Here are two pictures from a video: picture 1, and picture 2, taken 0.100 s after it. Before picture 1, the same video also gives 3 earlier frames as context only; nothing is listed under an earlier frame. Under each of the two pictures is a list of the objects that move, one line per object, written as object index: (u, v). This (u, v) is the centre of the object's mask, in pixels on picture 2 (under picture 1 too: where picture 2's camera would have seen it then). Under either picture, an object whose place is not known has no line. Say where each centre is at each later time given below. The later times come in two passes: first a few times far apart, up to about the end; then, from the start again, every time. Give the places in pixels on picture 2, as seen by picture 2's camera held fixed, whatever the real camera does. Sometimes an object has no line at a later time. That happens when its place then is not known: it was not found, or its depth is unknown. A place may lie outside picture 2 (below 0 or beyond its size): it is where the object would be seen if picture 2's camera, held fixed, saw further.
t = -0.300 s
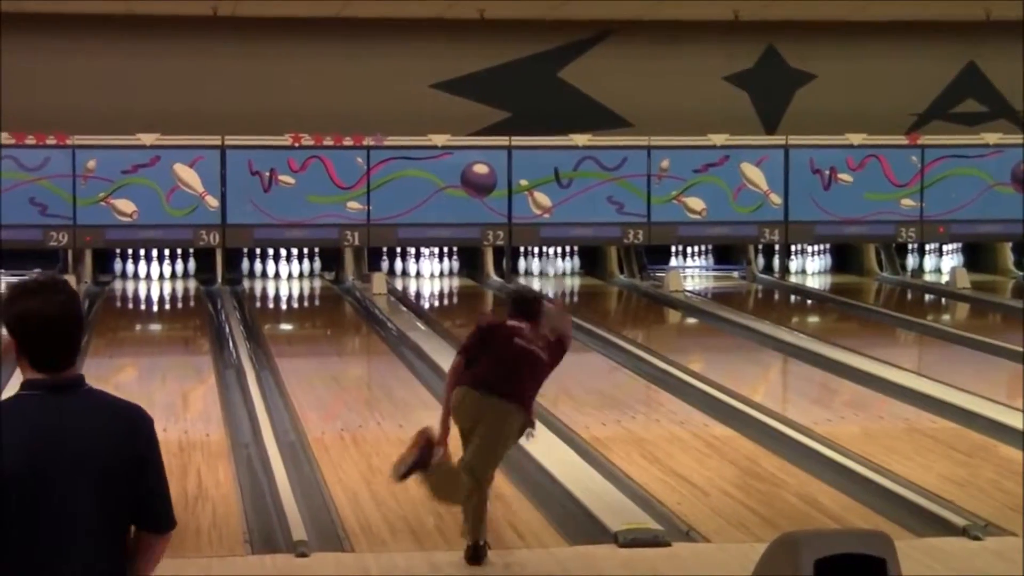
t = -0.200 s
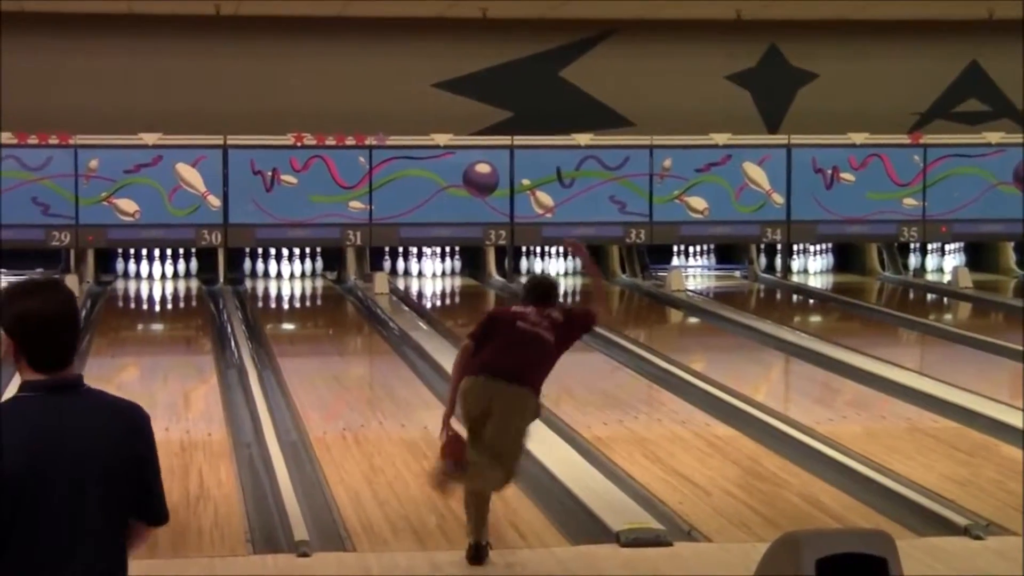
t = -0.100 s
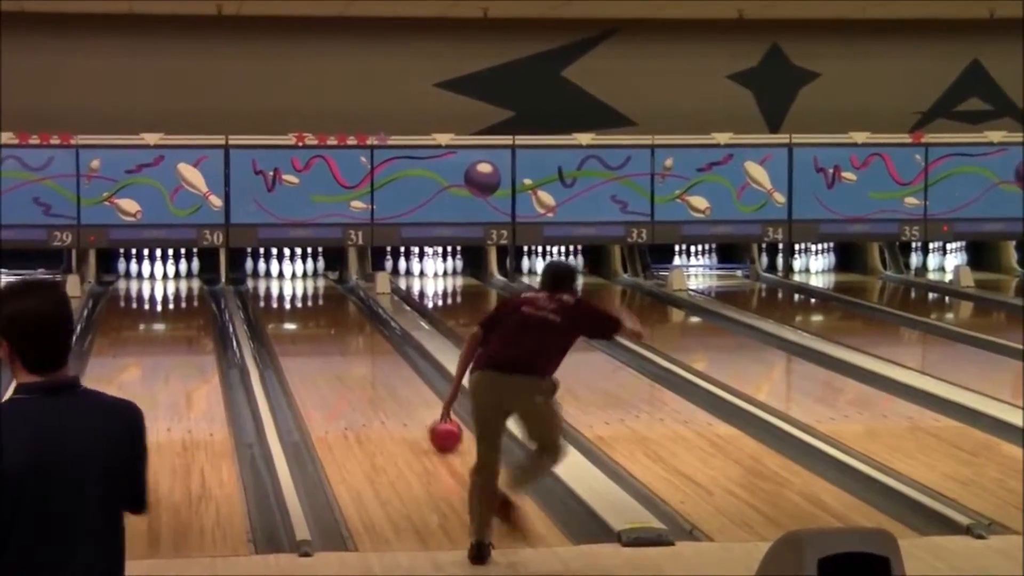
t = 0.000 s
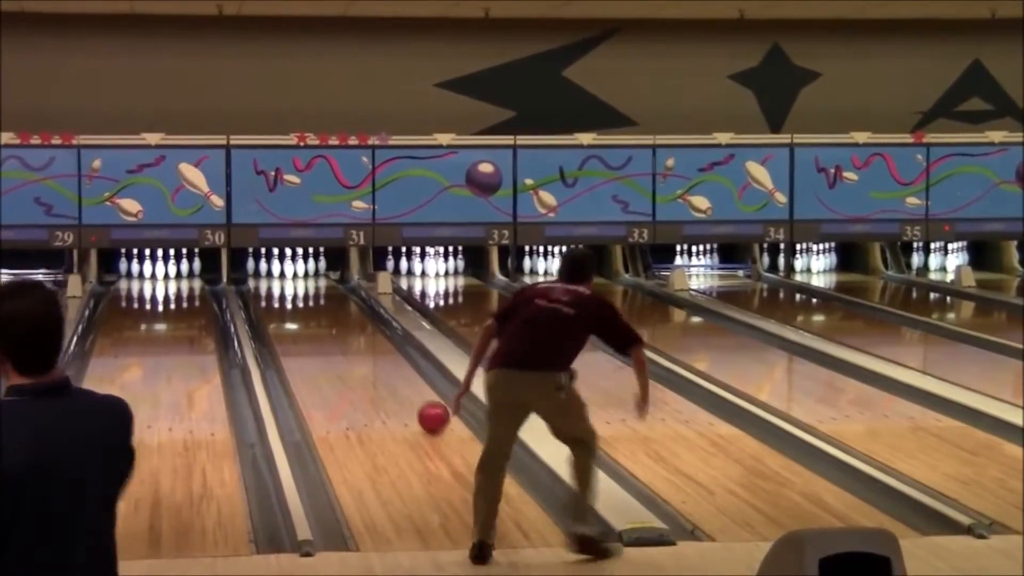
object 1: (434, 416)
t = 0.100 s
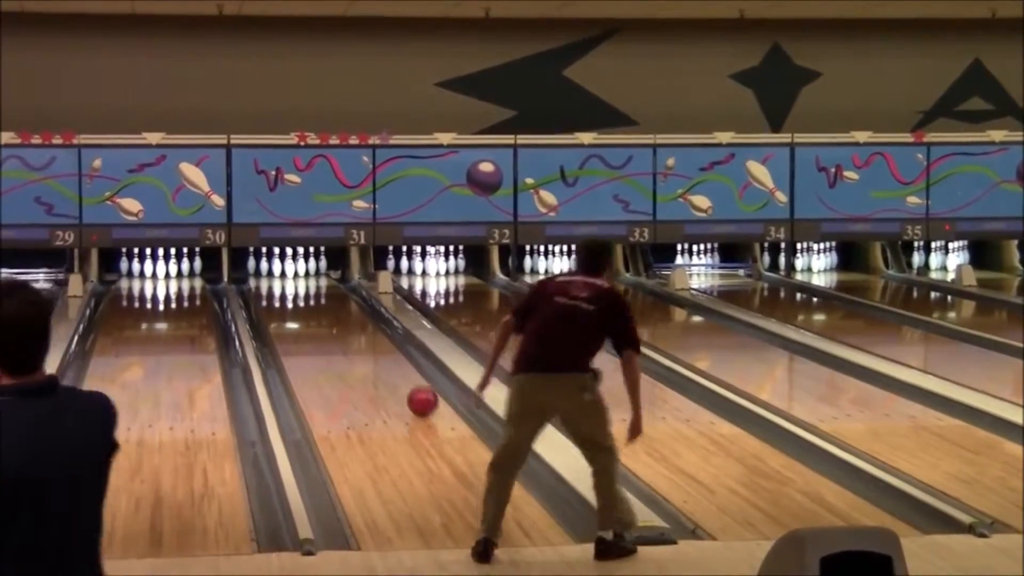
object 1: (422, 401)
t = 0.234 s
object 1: (408, 383)
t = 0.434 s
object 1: (388, 360)
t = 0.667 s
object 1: (369, 340)
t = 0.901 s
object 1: (352, 321)
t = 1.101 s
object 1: (339, 307)
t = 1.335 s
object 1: (324, 293)
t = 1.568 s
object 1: (310, 282)
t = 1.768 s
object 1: (299, 273)
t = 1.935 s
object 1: (295, 269)
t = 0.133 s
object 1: (418, 396)
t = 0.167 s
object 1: (415, 392)
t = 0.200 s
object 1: (411, 388)
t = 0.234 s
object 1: (408, 383)
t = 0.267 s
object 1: (404, 379)
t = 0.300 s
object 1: (401, 375)
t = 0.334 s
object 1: (397, 371)
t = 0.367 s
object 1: (394, 367)
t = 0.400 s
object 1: (391, 364)
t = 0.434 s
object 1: (388, 360)
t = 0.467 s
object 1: (385, 357)
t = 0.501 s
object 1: (382, 353)
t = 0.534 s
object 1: (380, 350)
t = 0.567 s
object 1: (377, 347)
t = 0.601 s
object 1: (374, 344)
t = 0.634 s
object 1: (372, 342)
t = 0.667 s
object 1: (369, 340)
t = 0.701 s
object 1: (367, 337)
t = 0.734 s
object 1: (364, 334)
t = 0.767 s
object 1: (362, 331)
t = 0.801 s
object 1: (360, 329)
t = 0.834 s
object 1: (357, 326)
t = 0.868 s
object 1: (354, 323)
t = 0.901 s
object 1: (352, 321)
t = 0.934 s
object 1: (350, 318)
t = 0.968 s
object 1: (348, 316)
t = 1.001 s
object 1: (346, 314)
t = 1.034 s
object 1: (344, 312)
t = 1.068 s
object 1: (341, 310)
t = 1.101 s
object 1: (339, 307)
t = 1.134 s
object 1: (338, 306)
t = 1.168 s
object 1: (335, 303)
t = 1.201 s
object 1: (332, 301)
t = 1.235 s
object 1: (330, 300)
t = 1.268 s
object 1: (328, 297)
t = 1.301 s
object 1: (327, 295)
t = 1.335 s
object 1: (324, 293)
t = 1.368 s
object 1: (322, 291)
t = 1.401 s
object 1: (320, 289)
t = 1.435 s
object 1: (319, 288)
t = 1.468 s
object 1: (316, 287)
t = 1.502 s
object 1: (315, 285)
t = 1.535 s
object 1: (313, 285)
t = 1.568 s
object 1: (310, 282)
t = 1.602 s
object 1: (308, 281)
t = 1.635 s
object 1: (307, 279)
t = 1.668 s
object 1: (305, 278)
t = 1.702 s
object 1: (303, 277)
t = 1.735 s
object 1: (301, 275)
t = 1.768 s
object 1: (299, 273)
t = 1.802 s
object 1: (297, 272)
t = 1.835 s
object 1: (297, 271)
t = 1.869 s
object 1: (298, 270)
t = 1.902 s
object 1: (296, 269)
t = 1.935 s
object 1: (295, 269)
